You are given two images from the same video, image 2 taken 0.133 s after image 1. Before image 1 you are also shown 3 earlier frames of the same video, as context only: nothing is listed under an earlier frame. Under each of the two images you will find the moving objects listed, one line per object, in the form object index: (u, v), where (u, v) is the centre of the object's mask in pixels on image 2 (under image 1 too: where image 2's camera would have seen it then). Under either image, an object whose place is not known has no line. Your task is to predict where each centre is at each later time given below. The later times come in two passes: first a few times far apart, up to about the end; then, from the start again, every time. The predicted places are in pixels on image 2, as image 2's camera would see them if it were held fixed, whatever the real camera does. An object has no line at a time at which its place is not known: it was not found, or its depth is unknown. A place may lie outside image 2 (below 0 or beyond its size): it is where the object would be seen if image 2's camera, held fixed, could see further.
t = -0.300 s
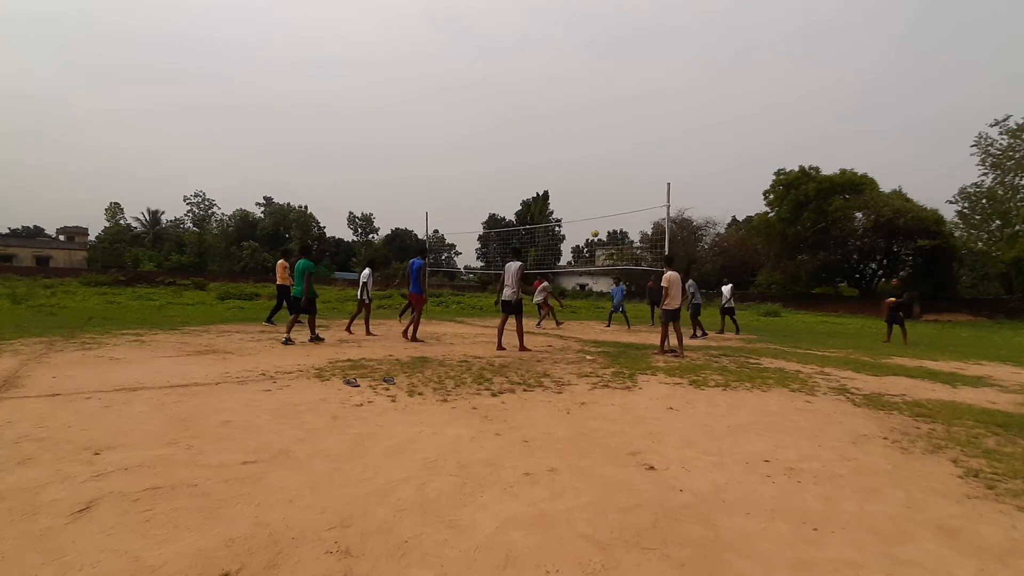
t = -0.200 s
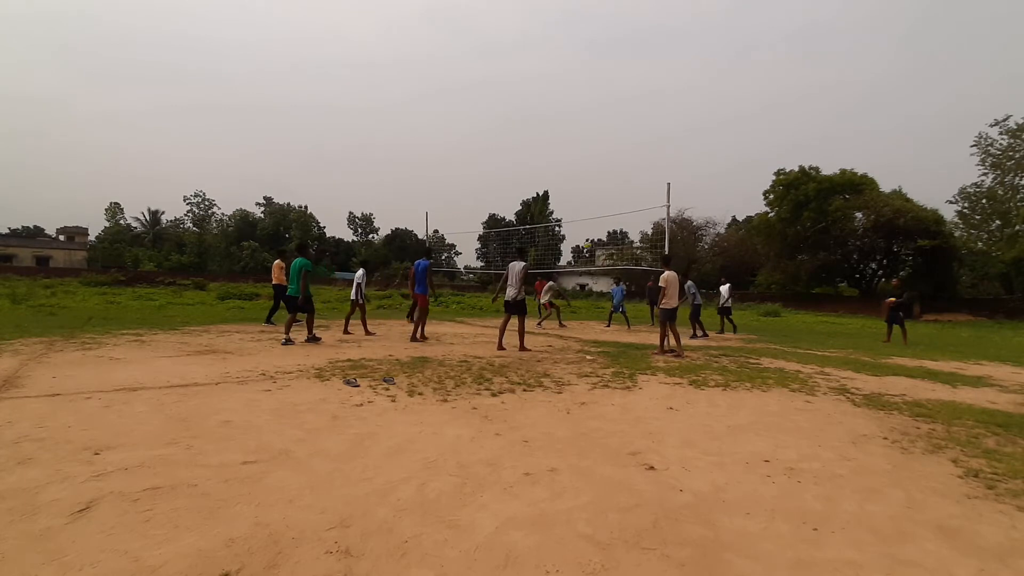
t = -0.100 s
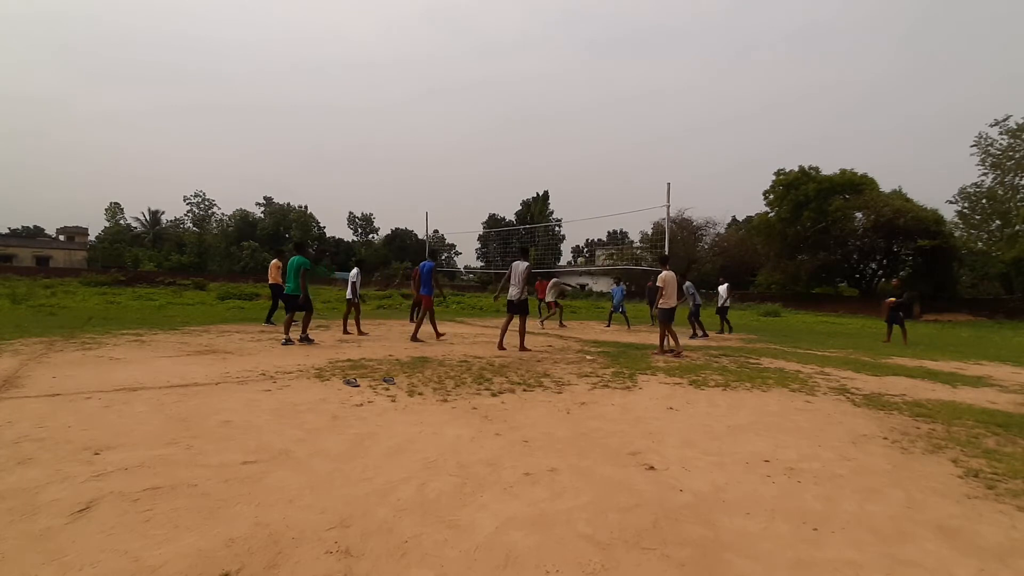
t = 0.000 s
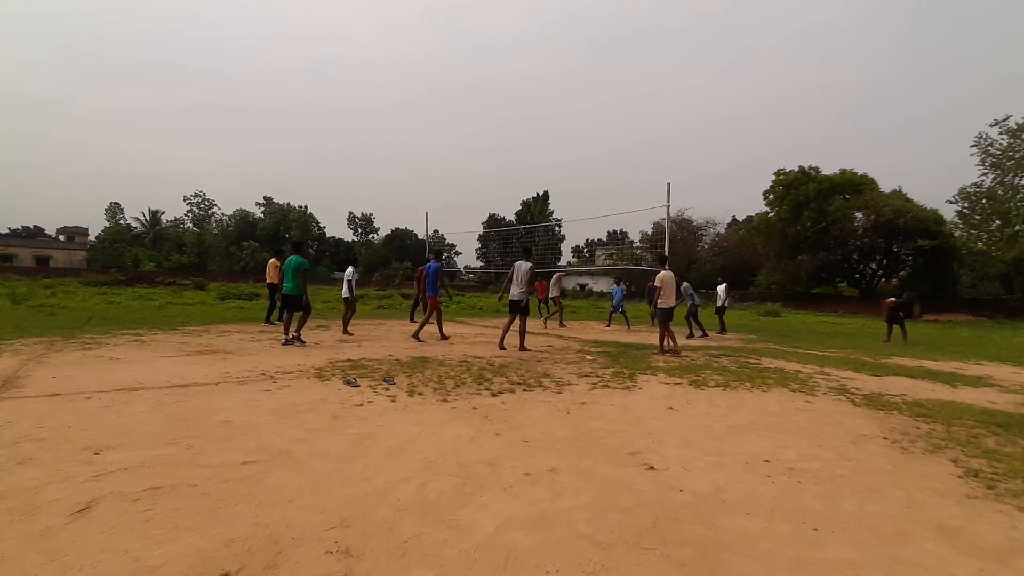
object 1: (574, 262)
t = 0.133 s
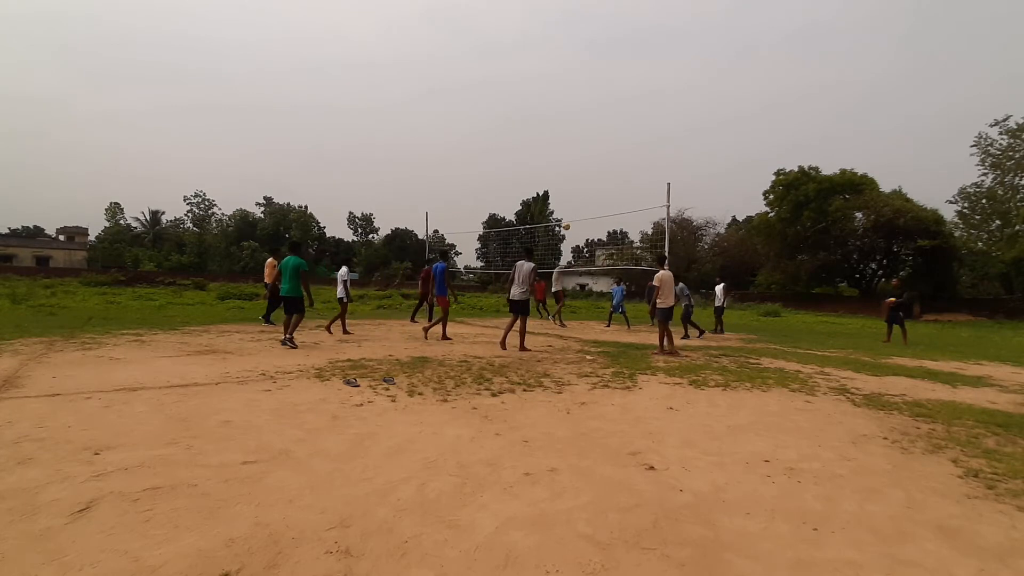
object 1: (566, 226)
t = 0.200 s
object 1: (562, 211)
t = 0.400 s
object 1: (550, 176)
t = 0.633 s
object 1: (534, 153)
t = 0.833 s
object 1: (521, 148)
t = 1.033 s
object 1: (507, 156)
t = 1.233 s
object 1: (494, 178)
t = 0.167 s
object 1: (564, 218)
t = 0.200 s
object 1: (562, 211)
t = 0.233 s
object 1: (560, 204)
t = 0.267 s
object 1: (558, 198)
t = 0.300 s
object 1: (556, 192)
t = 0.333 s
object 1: (554, 186)
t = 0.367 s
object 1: (552, 181)
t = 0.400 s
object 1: (550, 176)
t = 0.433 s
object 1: (548, 171)
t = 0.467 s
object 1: (546, 167)
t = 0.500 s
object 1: (543, 164)
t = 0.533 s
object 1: (541, 160)
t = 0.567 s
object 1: (539, 157)
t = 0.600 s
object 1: (537, 155)
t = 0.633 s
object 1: (534, 153)
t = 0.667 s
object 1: (532, 151)
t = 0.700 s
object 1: (530, 150)
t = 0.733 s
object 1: (528, 149)
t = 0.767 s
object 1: (525, 148)
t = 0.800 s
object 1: (523, 148)
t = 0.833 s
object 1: (521, 148)
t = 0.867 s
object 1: (519, 148)
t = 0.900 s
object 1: (517, 149)
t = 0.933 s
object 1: (514, 150)
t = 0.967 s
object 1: (512, 152)
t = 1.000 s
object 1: (510, 154)
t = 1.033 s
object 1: (507, 156)
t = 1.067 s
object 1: (505, 159)
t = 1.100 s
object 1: (503, 162)
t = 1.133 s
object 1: (501, 166)
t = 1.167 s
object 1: (499, 169)
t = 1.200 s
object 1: (496, 173)
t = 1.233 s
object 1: (494, 178)
